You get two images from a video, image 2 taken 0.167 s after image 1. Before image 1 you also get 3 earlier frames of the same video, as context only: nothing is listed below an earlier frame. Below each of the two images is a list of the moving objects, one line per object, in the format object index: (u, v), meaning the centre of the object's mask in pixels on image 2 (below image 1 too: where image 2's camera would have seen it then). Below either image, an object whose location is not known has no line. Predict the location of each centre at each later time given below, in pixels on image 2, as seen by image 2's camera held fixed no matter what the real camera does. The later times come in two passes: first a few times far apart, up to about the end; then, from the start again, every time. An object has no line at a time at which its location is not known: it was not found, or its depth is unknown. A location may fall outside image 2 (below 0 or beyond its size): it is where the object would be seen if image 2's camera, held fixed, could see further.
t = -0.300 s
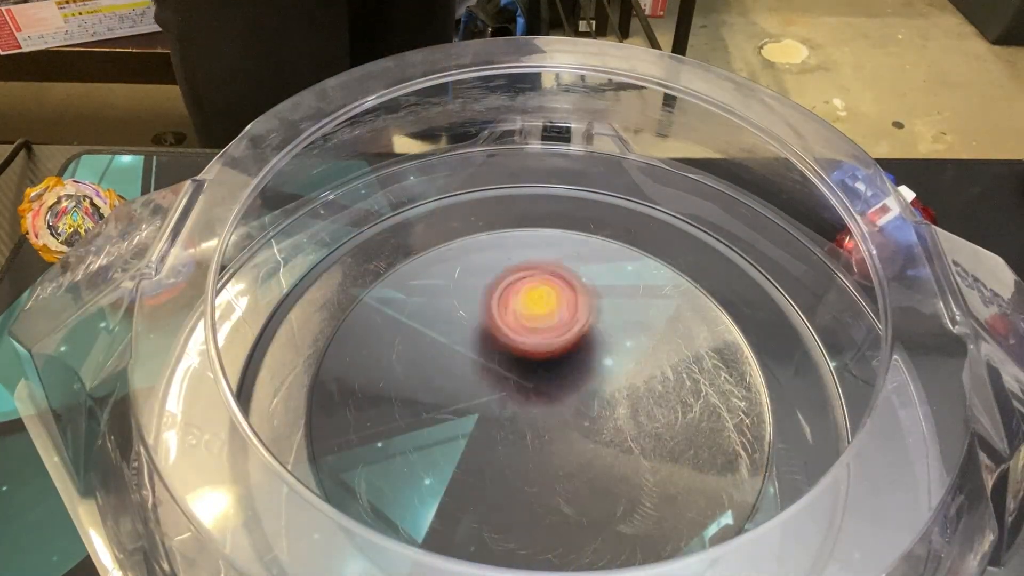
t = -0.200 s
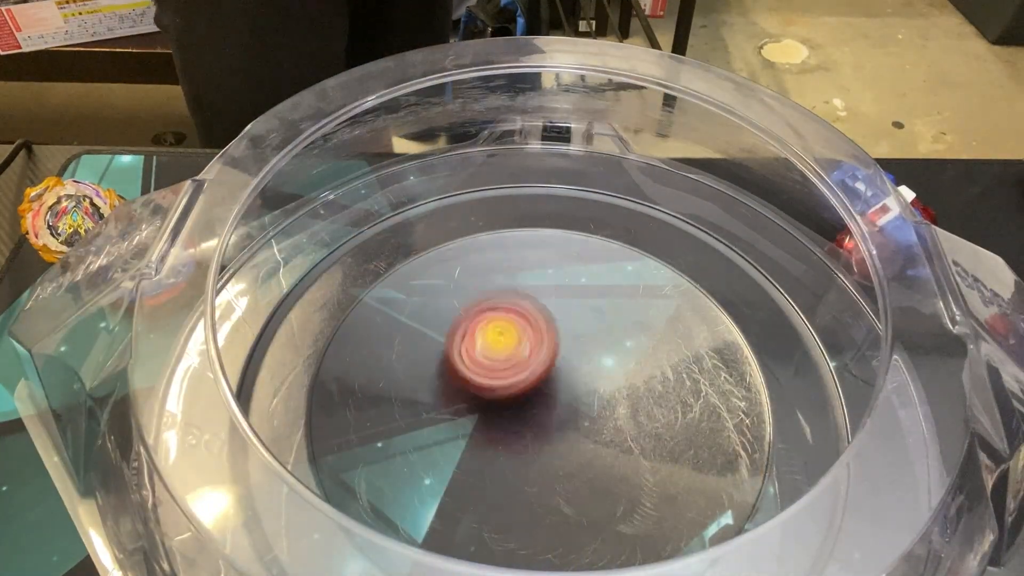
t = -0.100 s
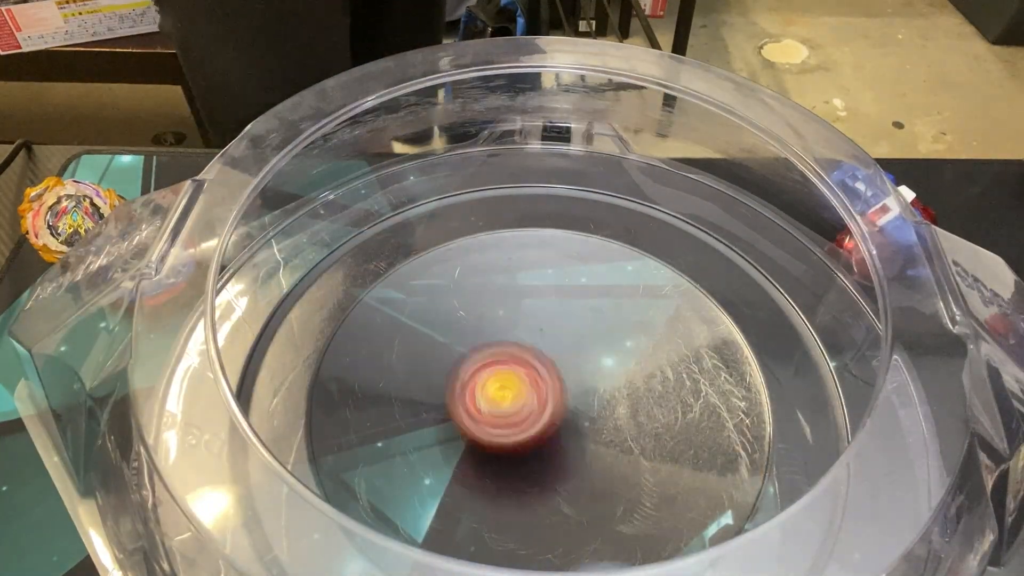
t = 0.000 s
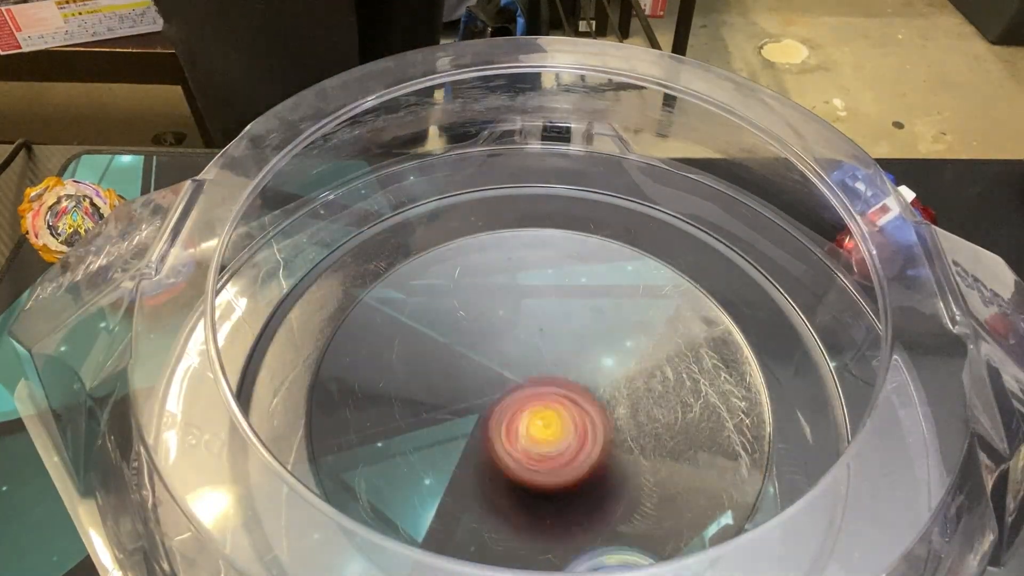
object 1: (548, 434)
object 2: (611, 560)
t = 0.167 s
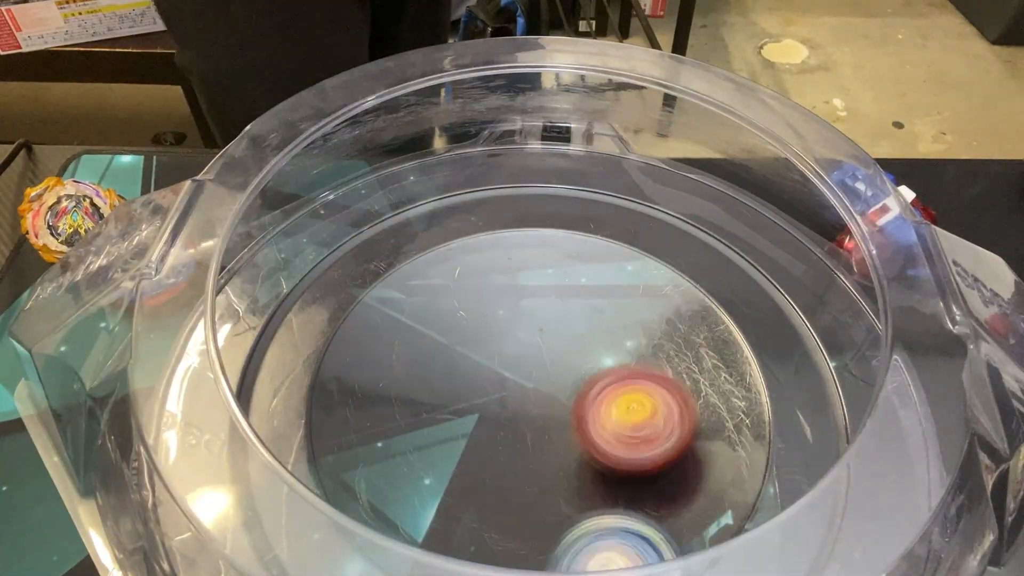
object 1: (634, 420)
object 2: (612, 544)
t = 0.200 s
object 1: (642, 408)
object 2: (602, 541)
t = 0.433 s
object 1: (567, 335)
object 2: (491, 430)
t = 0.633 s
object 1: (535, 303)
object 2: (379, 338)
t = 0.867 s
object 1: (527, 350)
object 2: (372, 295)
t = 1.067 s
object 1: (602, 383)
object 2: (391, 281)
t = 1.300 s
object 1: (612, 352)
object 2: (421, 277)
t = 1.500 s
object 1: (554, 409)
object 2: (454, 285)
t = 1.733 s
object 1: (597, 465)
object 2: (527, 316)
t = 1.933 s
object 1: (594, 473)
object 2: (605, 355)
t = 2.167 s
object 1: (534, 466)
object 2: (620, 374)
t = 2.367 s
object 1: (491, 442)
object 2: (622, 392)
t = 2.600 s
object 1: (464, 403)
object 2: (604, 409)
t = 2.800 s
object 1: (468, 375)
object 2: (583, 419)
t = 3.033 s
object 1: (475, 361)
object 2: (579, 430)
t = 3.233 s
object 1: (440, 322)
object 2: (634, 456)
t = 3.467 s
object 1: (455, 346)
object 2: (632, 463)
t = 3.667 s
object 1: (532, 374)
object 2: (618, 459)
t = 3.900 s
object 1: (597, 347)
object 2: (605, 472)
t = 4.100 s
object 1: (612, 336)
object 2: (569, 474)
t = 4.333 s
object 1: (581, 380)
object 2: (470, 436)
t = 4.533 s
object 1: (578, 430)
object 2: (435, 365)
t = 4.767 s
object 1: (579, 444)
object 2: (448, 340)
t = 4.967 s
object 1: (531, 418)
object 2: (460, 330)
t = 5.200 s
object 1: (494, 421)
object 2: (459, 309)
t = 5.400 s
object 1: (509, 409)
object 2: (471, 308)
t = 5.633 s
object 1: (551, 392)
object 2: (484, 305)
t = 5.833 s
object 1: (600, 408)
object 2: (485, 292)
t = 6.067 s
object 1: (627, 423)
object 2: (500, 293)
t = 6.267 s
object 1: (585, 417)
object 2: (521, 304)
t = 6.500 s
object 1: (519, 423)
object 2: (574, 331)
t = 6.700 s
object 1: (492, 400)
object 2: (598, 367)
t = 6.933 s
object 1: (500, 363)
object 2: (581, 433)
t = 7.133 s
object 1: (539, 355)
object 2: (537, 454)
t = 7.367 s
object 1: (580, 374)
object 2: (510, 466)
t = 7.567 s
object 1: (588, 396)
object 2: (491, 462)
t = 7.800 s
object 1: (595, 392)
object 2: (489, 442)
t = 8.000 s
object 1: (595, 380)
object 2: (480, 431)
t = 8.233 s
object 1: (592, 374)
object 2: (477, 389)
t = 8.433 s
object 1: (590, 376)
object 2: (467, 380)
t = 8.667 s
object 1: (599, 389)
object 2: (480, 378)
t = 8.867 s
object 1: (588, 406)
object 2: (488, 386)
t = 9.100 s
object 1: (586, 426)
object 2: (487, 387)
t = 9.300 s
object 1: (586, 424)
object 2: (486, 382)
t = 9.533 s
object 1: (588, 423)
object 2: (489, 388)
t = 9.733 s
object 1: (588, 423)
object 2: (489, 388)
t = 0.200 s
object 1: (642, 408)
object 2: (602, 541)
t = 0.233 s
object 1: (645, 394)
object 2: (591, 535)
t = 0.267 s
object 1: (640, 378)
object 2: (581, 528)
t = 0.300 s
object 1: (628, 366)
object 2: (566, 520)
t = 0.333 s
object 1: (612, 357)
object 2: (547, 507)
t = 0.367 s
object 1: (592, 352)
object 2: (532, 479)
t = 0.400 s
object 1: (572, 349)
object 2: (519, 450)
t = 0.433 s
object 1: (567, 335)
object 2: (491, 430)
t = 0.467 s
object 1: (564, 322)
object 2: (468, 418)
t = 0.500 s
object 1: (554, 315)
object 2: (446, 398)
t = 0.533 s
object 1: (539, 312)
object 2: (434, 382)
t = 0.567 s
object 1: (526, 310)
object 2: (424, 360)
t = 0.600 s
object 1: (531, 304)
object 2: (397, 344)
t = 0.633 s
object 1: (535, 303)
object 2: (379, 338)
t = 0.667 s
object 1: (534, 302)
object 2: (365, 328)
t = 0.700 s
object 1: (529, 303)
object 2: (360, 319)
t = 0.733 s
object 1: (526, 306)
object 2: (361, 311)
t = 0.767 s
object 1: (522, 315)
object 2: (363, 305)
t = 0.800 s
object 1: (522, 325)
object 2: (365, 302)
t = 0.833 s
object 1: (522, 337)
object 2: (368, 299)
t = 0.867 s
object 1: (527, 350)
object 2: (372, 295)
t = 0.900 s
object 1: (535, 361)
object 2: (376, 293)
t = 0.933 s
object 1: (547, 372)
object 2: (379, 290)
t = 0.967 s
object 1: (561, 380)
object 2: (381, 288)
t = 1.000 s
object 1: (574, 383)
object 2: (385, 286)
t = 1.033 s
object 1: (588, 384)
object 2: (388, 283)
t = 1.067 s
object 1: (602, 383)
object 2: (391, 281)
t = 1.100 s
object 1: (614, 379)
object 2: (395, 280)
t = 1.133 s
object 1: (623, 374)
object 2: (397, 278)
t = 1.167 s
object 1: (629, 367)
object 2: (402, 277)
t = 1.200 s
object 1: (632, 361)
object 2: (407, 277)
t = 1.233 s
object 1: (629, 356)
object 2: (412, 276)
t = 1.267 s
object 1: (622, 351)
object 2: (416, 276)
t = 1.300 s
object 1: (612, 352)
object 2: (421, 277)
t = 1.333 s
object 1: (597, 356)
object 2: (426, 279)
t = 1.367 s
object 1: (583, 364)
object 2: (431, 279)
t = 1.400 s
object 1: (571, 373)
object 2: (437, 280)
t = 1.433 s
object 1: (564, 384)
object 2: (444, 281)
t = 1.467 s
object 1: (558, 396)
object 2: (448, 283)
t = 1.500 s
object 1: (554, 409)
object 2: (454, 285)
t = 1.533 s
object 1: (555, 421)
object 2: (460, 286)
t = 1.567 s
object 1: (556, 433)
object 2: (467, 288)
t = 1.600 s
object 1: (561, 444)
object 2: (474, 291)
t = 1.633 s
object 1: (569, 453)
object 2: (482, 294)
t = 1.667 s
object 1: (579, 460)
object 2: (494, 298)
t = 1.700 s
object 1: (588, 464)
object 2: (510, 305)
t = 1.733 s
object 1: (597, 465)
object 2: (527, 316)
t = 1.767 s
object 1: (606, 461)
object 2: (546, 328)
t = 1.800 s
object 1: (608, 454)
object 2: (568, 344)
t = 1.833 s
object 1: (607, 457)
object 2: (585, 351)
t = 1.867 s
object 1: (603, 466)
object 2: (596, 349)
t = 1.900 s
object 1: (600, 470)
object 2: (601, 352)
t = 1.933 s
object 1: (594, 473)
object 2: (605, 355)
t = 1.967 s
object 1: (587, 476)
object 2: (608, 359)
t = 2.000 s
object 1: (582, 476)
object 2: (610, 362)
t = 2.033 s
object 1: (573, 476)
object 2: (612, 364)
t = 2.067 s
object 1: (563, 475)
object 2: (615, 367)
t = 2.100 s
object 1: (555, 472)
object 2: (617, 370)
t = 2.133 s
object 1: (544, 469)
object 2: (619, 371)
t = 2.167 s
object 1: (534, 466)
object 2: (620, 374)
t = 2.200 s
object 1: (526, 462)
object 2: (623, 378)
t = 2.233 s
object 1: (517, 459)
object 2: (623, 380)
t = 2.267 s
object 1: (511, 456)
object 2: (623, 383)
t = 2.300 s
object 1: (504, 452)
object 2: (624, 386)
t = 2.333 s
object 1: (497, 447)
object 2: (624, 389)
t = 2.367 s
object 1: (491, 442)
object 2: (622, 392)
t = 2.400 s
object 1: (485, 435)
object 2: (621, 395)
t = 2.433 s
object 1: (480, 431)
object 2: (620, 398)
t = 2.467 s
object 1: (476, 426)
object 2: (616, 400)
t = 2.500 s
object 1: (471, 419)
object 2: (614, 402)
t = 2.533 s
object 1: (468, 414)
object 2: (612, 405)
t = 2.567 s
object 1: (466, 409)
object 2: (608, 407)
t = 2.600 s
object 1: (464, 403)
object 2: (604, 409)
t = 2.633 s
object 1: (463, 398)
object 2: (602, 411)
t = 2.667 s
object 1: (464, 391)
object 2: (599, 413)
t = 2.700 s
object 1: (462, 386)
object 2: (594, 414)
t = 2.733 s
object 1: (464, 382)
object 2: (591, 416)
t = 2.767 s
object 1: (466, 378)
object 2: (587, 418)
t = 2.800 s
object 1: (468, 375)
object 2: (583, 419)
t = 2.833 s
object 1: (471, 370)
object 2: (582, 420)
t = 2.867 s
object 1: (468, 365)
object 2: (589, 422)
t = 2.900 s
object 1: (466, 362)
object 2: (588, 421)
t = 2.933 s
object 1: (464, 361)
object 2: (586, 424)
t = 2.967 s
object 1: (466, 361)
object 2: (584, 427)
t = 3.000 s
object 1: (469, 360)
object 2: (581, 428)
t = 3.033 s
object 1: (475, 361)
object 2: (579, 430)
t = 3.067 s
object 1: (483, 362)
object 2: (578, 433)
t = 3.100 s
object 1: (475, 350)
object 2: (597, 441)
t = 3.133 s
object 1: (464, 339)
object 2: (621, 450)
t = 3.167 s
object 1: (454, 332)
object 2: (631, 453)
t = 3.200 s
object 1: (446, 326)
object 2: (633, 454)
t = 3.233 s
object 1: (440, 322)
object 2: (634, 456)
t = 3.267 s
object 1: (434, 320)
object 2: (631, 458)
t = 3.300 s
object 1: (430, 319)
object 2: (633, 460)
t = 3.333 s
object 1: (430, 321)
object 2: (632, 462)
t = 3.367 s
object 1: (432, 326)
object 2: (633, 462)
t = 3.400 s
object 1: (436, 331)
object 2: (633, 464)
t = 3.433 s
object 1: (444, 338)
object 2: (631, 464)
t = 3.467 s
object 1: (455, 346)
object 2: (632, 463)
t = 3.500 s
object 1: (467, 353)
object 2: (631, 464)
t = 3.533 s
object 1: (479, 360)
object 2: (630, 462)
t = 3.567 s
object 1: (491, 365)
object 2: (628, 462)
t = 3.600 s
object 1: (504, 368)
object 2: (625, 461)
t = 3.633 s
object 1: (518, 372)
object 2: (623, 461)
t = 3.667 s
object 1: (532, 374)
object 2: (618, 459)
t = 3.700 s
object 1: (543, 374)
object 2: (617, 460)
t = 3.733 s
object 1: (551, 368)
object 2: (619, 467)
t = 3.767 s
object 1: (561, 360)
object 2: (625, 475)
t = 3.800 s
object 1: (571, 357)
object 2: (620, 472)
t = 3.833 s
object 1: (580, 354)
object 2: (614, 471)
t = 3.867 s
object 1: (588, 351)
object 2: (609, 472)
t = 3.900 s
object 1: (597, 347)
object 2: (605, 472)
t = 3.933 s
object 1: (604, 342)
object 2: (601, 473)
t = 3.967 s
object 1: (610, 339)
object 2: (595, 473)
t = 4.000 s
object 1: (615, 335)
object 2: (591, 474)
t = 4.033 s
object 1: (617, 334)
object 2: (585, 474)
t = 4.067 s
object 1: (616, 334)
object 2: (578, 474)
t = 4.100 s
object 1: (612, 336)
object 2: (569, 474)
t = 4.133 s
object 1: (608, 339)
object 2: (561, 471)
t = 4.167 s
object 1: (603, 343)
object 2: (549, 469)
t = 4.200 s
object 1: (596, 350)
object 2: (536, 462)
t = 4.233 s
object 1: (589, 360)
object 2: (525, 455)
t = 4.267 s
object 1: (586, 365)
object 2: (508, 449)
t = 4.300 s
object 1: (584, 372)
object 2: (491, 444)
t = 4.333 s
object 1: (581, 380)
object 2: (470, 436)
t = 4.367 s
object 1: (578, 389)
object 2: (457, 423)
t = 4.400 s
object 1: (578, 397)
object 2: (444, 412)
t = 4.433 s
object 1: (576, 405)
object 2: (439, 396)
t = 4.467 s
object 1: (577, 415)
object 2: (433, 385)
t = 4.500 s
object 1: (576, 422)
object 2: (435, 372)
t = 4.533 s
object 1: (578, 430)
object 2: (435, 365)
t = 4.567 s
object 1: (578, 437)
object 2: (438, 357)
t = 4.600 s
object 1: (581, 443)
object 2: (439, 354)
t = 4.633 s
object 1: (583, 447)
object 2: (441, 350)
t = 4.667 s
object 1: (585, 449)
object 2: (442, 348)
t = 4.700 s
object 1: (585, 449)
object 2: (444, 345)
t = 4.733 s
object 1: (583, 447)
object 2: (445, 343)
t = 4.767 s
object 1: (579, 444)
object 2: (448, 340)
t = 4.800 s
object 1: (574, 440)
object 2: (448, 338)
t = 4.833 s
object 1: (568, 436)
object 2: (452, 336)
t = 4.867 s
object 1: (559, 430)
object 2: (452, 334)
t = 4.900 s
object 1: (550, 426)
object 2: (455, 332)
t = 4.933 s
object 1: (541, 423)
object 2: (456, 330)
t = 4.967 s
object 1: (531, 418)
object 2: (460, 330)
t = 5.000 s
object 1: (523, 417)
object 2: (460, 328)
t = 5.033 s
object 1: (517, 416)
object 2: (456, 319)
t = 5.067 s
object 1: (512, 419)
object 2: (451, 315)
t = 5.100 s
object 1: (504, 419)
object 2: (452, 314)
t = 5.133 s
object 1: (500, 420)
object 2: (455, 313)
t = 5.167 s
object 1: (494, 421)
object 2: (459, 312)
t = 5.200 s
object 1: (494, 421)
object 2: (459, 309)
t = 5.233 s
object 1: (494, 422)
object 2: (461, 309)
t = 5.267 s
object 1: (494, 421)
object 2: (462, 308)
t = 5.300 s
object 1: (498, 421)
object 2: (465, 309)
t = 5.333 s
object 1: (500, 417)
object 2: (466, 307)
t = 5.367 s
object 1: (507, 413)
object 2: (468, 309)
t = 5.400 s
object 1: (509, 409)
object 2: (471, 308)
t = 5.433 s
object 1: (514, 409)
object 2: (469, 306)
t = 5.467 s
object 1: (520, 408)
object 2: (473, 307)
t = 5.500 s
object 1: (528, 407)
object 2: (476, 308)
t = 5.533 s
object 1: (532, 404)
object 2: (480, 308)
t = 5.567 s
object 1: (540, 400)
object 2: (481, 307)
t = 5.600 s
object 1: (546, 395)
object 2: (485, 307)
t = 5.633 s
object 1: (551, 392)
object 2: (484, 305)
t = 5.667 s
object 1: (557, 387)
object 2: (486, 308)
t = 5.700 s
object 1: (566, 391)
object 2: (484, 302)
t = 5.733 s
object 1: (577, 399)
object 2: (480, 295)
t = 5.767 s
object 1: (585, 404)
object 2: (479, 292)
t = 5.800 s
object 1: (591, 406)
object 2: (480, 293)
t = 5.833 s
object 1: (600, 408)
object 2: (485, 292)
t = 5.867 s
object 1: (608, 412)
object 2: (487, 289)
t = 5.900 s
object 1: (613, 414)
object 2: (488, 291)
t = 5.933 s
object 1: (620, 417)
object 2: (490, 289)
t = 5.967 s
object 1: (625, 421)
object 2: (493, 290)
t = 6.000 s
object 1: (627, 423)
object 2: (496, 290)
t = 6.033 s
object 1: (628, 424)
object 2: (497, 290)
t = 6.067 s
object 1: (627, 423)
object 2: (500, 293)
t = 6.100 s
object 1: (623, 423)
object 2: (502, 292)
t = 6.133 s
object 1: (619, 422)
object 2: (504, 293)
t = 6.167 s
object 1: (612, 423)
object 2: (507, 294)
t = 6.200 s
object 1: (602, 421)
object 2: (509, 296)
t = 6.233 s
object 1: (593, 418)
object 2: (516, 299)
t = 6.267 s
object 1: (585, 417)
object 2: (521, 304)
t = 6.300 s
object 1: (574, 415)
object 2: (531, 314)
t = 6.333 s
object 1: (568, 414)
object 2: (542, 325)
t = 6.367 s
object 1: (560, 421)
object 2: (551, 330)
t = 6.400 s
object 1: (550, 421)
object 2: (557, 333)
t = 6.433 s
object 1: (540, 422)
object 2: (560, 333)
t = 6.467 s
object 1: (529, 425)
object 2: (569, 330)
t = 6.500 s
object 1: (519, 423)
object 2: (574, 331)
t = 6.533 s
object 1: (513, 420)
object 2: (579, 336)
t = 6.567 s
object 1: (508, 418)
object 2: (585, 341)
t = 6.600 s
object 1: (503, 414)
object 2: (588, 346)
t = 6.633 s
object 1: (498, 410)
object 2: (592, 352)
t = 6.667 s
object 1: (494, 405)
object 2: (597, 358)
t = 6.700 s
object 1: (492, 400)
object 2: (598, 367)
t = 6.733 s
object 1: (491, 395)
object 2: (600, 378)
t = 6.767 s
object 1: (489, 389)
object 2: (599, 386)
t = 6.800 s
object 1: (489, 383)
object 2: (598, 396)
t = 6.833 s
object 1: (491, 378)
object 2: (597, 405)
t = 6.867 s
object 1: (492, 374)
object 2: (591, 415)
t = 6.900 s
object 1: (496, 368)
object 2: (587, 425)
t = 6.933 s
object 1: (500, 363)
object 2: (581, 433)
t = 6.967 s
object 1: (505, 360)
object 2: (571, 439)
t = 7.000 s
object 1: (510, 358)
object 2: (564, 446)
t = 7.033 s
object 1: (517, 355)
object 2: (557, 449)
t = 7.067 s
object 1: (524, 355)
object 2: (548, 452)
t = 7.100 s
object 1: (531, 354)
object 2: (543, 454)
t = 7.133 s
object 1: (539, 355)
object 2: (537, 454)
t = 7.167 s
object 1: (546, 359)
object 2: (531, 455)
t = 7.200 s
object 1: (552, 359)
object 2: (528, 456)
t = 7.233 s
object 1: (560, 364)
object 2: (524, 455)
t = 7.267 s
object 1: (565, 366)
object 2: (520, 455)
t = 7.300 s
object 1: (569, 369)
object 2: (520, 455)
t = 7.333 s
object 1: (575, 371)
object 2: (516, 462)
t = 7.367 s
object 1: (580, 374)
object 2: (510, 466)
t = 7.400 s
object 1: (584, 379)
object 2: (502, 467)
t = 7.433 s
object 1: (586, 383)
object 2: (496, 465)
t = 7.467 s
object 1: (587, 387)
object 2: (490, 465)
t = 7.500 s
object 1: (587, 390)
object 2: (488, 465)
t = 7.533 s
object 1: (586, 392)
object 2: (489, 465)
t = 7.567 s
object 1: (588, 396)
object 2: (491, 462)
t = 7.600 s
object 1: (586, 400)
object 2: (489, 460)
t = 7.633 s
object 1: (593, 400)
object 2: (484, 460)
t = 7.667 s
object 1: (597, 401)
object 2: (484, 462)
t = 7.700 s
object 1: (594, 402)
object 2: (489, 460)
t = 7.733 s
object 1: (589, 399)
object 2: (490, 455)
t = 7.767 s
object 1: (589, 395)
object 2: (491, 448)
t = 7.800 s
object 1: (595, 392)
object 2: (489, 442)
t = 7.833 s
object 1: (596, 393)
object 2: (487, 439)
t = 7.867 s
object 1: (598, 394)
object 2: (481, 439)
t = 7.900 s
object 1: (596, 394)
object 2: (481, 440)
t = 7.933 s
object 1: (593, 392)
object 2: (483, 437)
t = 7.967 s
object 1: (592, 386)
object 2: (483, 434)
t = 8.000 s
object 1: (595, 380)
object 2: (480, 431)
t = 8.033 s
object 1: (599, 380)
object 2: (480, 427)
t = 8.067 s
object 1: (596, 381)
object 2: (480, 421)
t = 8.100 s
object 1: (591, 379)
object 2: (483, 413)
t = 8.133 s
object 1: (588, 376)
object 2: (484, 406)
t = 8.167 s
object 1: (589, 372)
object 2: (478, 402)
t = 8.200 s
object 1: (594, 373)
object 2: (477, 395)
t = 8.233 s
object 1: (592, 374)
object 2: (477, 389)
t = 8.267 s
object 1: (593, 375)
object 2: (471, 387)
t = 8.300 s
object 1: (592, 375)
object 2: (469, 385)
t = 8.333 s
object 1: (591, 377)
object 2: (467, 382)
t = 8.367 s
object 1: (592, 377)
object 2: (463, 382)
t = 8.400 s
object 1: (591, 377)
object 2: (464, 382)
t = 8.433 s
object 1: (590, 376)
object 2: (467, 380)
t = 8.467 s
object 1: (590, 375)
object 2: (472, 379)
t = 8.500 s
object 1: (589, 375)
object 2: (478, 378)
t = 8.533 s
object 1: (595, 373)
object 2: (480, 376)
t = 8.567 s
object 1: (601, 375)
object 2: (479, 378)
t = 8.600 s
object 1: (600, 380)
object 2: (480, 380)
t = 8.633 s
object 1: (598, 384)
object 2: (481, 381)
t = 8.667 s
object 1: (599, 389)
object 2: (480, 378)
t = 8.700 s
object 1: (597, 394)
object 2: (481, 378)
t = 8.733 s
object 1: (593, 398)
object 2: (484, 380)
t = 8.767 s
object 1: (593, 399)
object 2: (488, 385)
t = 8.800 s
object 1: (593, 400)
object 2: (491, 386)
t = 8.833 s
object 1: (592, 402)
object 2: (492, 387)
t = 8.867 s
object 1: (588, 406)
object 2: (488, 386)
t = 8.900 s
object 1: (585, 411)
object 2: (485, 386)
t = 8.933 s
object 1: (583, 415)
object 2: (484, 385)
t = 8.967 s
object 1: (584, 419)
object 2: (489, 383)
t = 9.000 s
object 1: (585, 422)
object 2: (492, 383)
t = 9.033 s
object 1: (586, 423)
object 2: (492, 383)
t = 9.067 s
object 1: (585, 424)
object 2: (490, 385)
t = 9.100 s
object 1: (586, 426)
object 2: (487, 387)
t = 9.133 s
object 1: (585, 426)
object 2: (482, 388)
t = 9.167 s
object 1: (583, 426)
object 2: (481, 387)
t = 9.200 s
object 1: (583, 426)
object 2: (483, 385)
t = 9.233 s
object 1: (583, 425)
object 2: (483, 382)
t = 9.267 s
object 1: (584, 425)
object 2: (485, 381)
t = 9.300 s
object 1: (586, 424)
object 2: (486, 382)
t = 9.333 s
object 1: (587, 423)
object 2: (486, 384)
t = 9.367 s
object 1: (589, 423)
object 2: (487, 386)
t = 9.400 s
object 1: (589, 423)
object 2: (489, 387)
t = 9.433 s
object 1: (588, 423)
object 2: (489, 388)
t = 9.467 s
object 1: (588, 423)
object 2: (489, 388)
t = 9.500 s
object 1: (588, 423)
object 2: (489, 388)
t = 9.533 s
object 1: (588, 423)
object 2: (489, 388)
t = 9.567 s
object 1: (588, 423)
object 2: (489, 388)
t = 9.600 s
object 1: (588, 423)
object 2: (489, 388)
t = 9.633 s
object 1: (588, 423)
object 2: (489, 388)
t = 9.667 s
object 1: (588, 423)
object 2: (489, 388)
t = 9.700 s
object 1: (588, 423)
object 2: (489, 388)
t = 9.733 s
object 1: (588, 423)
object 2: (489, 388)
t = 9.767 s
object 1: (588, 423)
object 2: (489, 388)
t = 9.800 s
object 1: (588, 423)
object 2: (489, 388)
